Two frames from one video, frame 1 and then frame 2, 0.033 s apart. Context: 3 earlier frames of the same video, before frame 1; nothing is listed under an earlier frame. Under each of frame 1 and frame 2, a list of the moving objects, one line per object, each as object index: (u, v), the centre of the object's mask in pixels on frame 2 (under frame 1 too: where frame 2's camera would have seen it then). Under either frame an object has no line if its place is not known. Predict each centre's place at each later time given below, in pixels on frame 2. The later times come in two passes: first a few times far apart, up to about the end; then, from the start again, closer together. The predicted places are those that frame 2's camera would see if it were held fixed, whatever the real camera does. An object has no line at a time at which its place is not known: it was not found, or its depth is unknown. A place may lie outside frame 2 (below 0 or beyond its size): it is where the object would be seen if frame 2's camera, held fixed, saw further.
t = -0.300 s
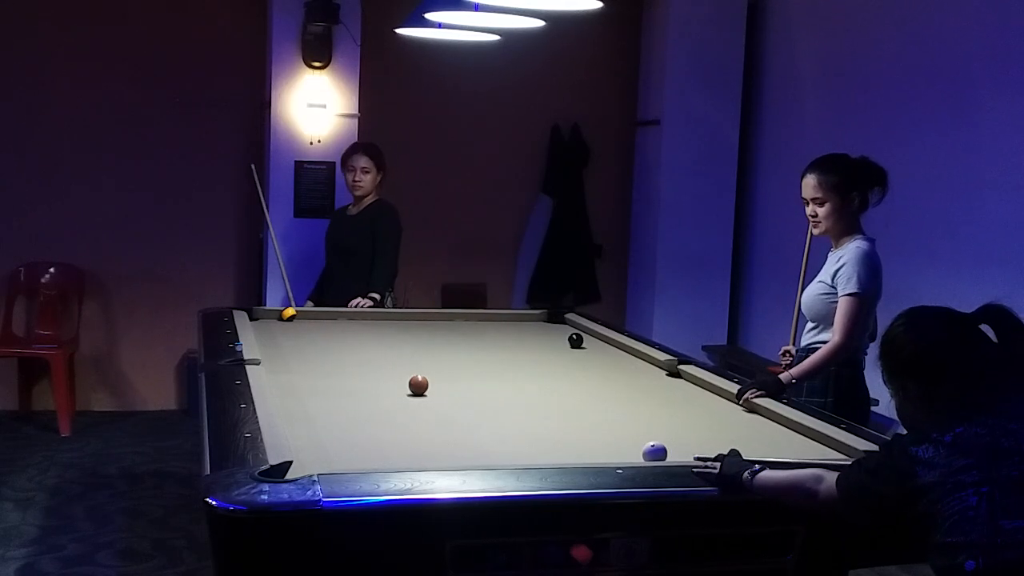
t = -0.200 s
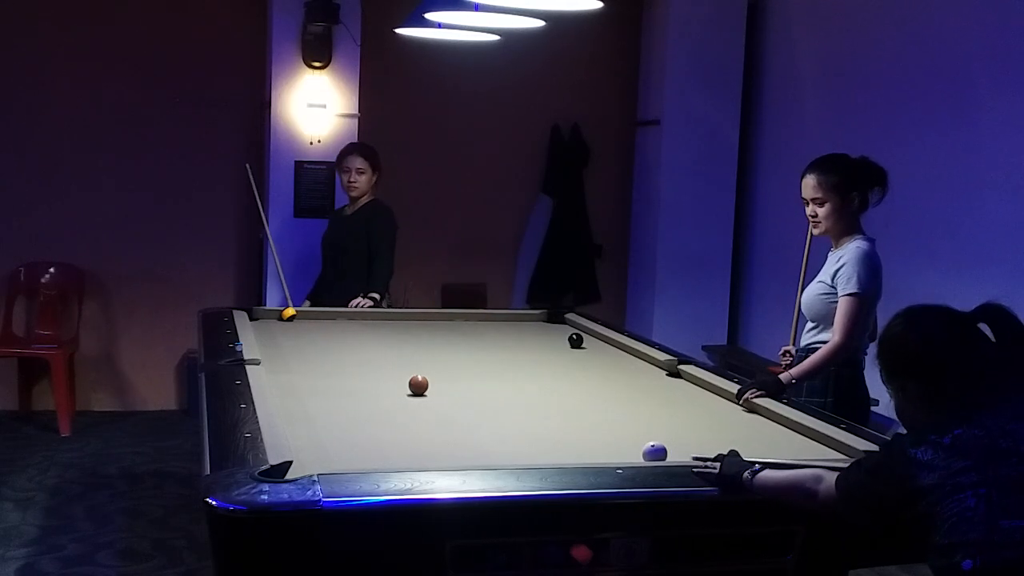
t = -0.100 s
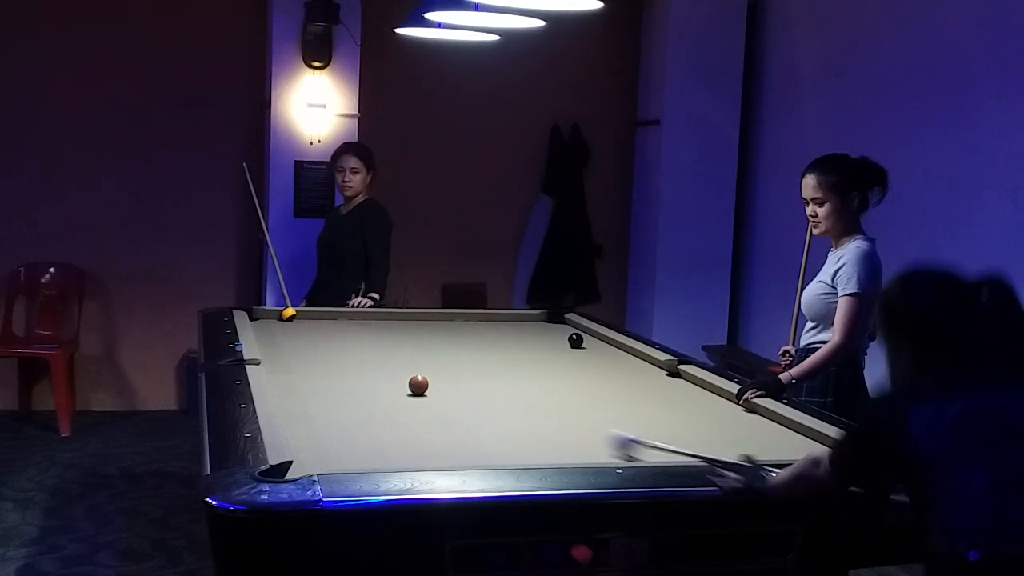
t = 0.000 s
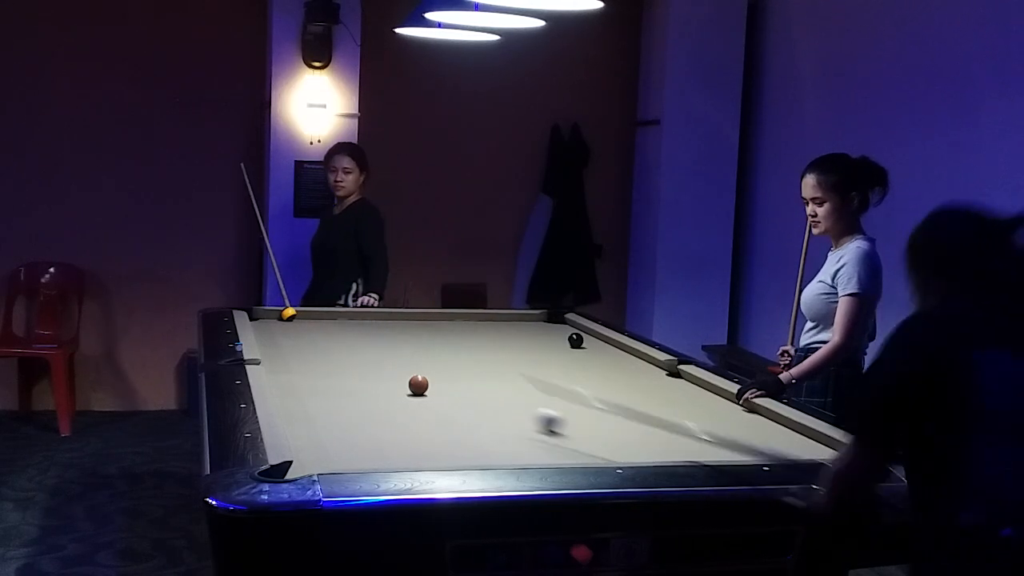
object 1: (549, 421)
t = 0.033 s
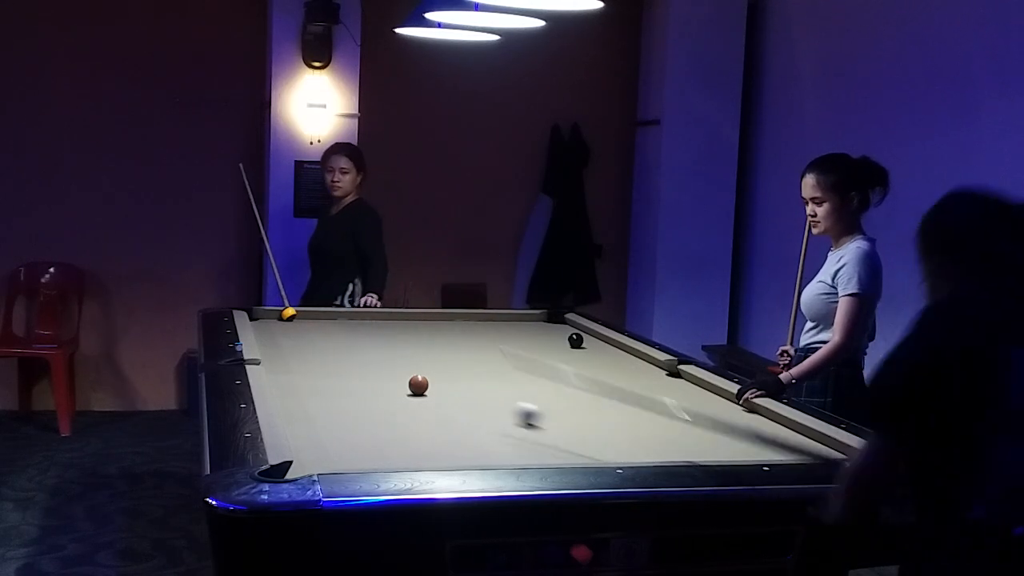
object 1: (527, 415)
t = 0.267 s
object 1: (447, 381)
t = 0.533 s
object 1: (450, 360)
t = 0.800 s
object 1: (449, 340)
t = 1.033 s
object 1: (447, 327)
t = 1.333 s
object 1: (448, 316)
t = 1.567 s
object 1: (459, 322)
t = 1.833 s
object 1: (471, 329)
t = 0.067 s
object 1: (507, 409)
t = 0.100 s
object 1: (489, 403)
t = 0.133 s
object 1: (471, 397)
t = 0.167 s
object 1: (453, 392)
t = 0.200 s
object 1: (439, 386)
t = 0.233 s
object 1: (443, 384)
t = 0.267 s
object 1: (447, 381)
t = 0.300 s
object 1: (449, 379)
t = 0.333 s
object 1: (451, 376)
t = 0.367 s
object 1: (451, 373)
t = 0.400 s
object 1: (451, 370)
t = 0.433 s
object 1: (451, 368)
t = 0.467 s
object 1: (451, 365)
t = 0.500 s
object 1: (451, 362)
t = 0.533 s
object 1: (450, 360)
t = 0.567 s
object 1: (450, 357)
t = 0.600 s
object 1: (450, 355)
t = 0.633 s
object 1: (450, 353)
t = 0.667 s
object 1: (449, 348)
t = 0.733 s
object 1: (449, 344)
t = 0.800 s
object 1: (449, 340)
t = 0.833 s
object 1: (449, 338)
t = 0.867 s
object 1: (448, 336)
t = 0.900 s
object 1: (448, 334)
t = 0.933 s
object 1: (448, 332)
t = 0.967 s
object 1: (448, 330)
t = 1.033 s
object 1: (447, 327)
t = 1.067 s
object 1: (447, 325)
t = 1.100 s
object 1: (447, 324)
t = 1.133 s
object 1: (447, 322)
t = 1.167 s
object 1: (447, 321)
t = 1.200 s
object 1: (447, 319)
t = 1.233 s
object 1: (446, 318)
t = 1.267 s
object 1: (446, 316)
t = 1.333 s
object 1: (448, 316)
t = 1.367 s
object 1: (450, 317)
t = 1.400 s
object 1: (451, 318)
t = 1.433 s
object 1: (453, 319)
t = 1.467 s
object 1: (454, 319)
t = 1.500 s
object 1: (456, 320)
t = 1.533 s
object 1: (457, 321)
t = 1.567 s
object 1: (459, 322)
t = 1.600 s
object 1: (460, 323)
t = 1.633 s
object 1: (462, 324)
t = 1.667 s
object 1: (464, 324)
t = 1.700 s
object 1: (465, 325)
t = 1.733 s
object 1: (467, 326)
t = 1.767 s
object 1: (468, 327)
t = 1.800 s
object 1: (470, 328)
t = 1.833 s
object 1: (471, 329)
